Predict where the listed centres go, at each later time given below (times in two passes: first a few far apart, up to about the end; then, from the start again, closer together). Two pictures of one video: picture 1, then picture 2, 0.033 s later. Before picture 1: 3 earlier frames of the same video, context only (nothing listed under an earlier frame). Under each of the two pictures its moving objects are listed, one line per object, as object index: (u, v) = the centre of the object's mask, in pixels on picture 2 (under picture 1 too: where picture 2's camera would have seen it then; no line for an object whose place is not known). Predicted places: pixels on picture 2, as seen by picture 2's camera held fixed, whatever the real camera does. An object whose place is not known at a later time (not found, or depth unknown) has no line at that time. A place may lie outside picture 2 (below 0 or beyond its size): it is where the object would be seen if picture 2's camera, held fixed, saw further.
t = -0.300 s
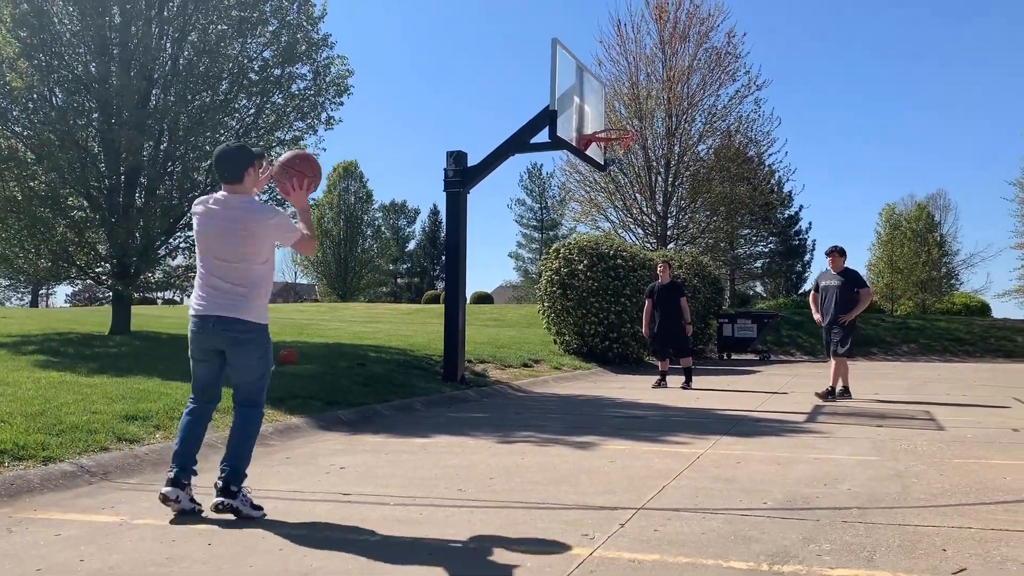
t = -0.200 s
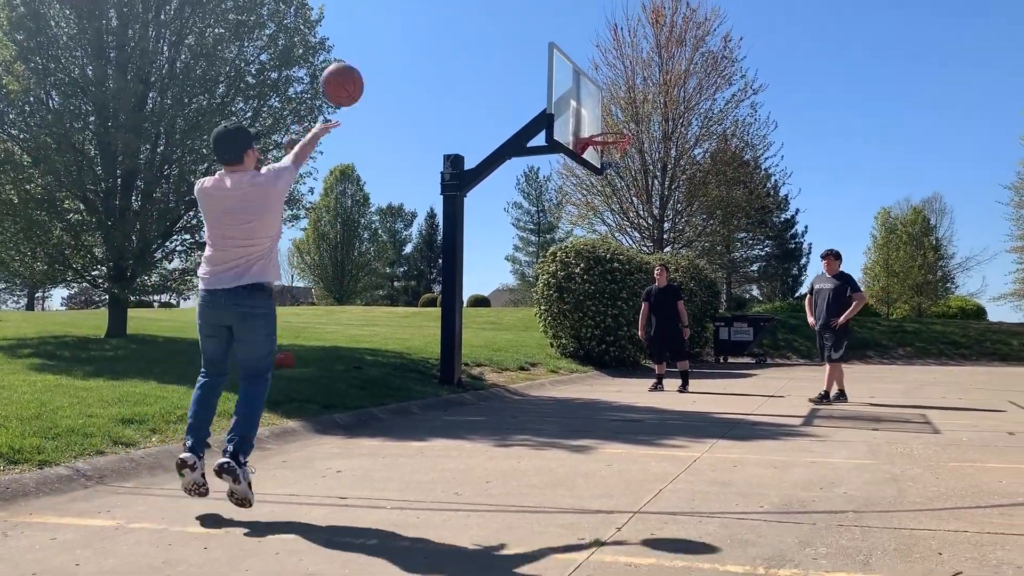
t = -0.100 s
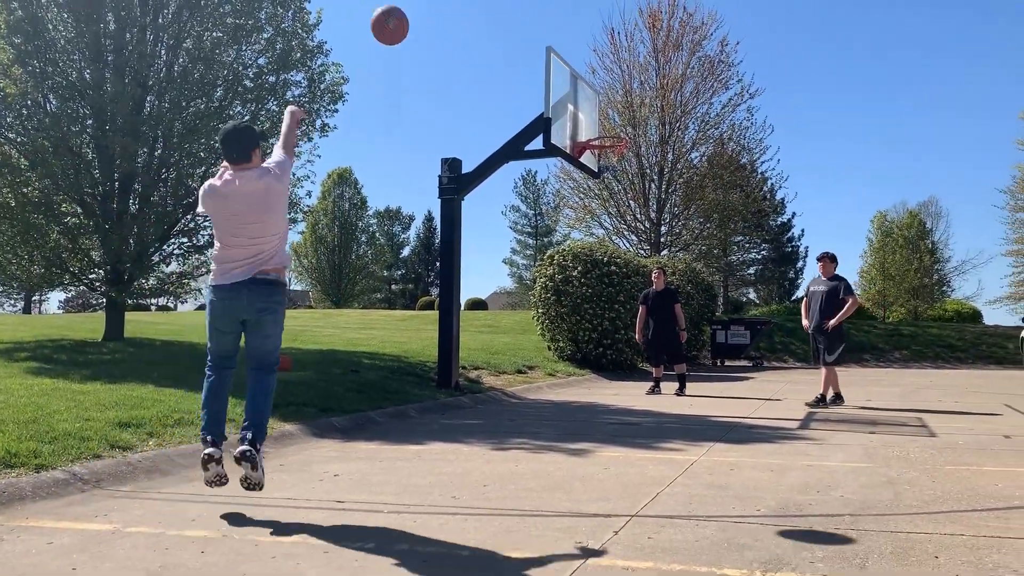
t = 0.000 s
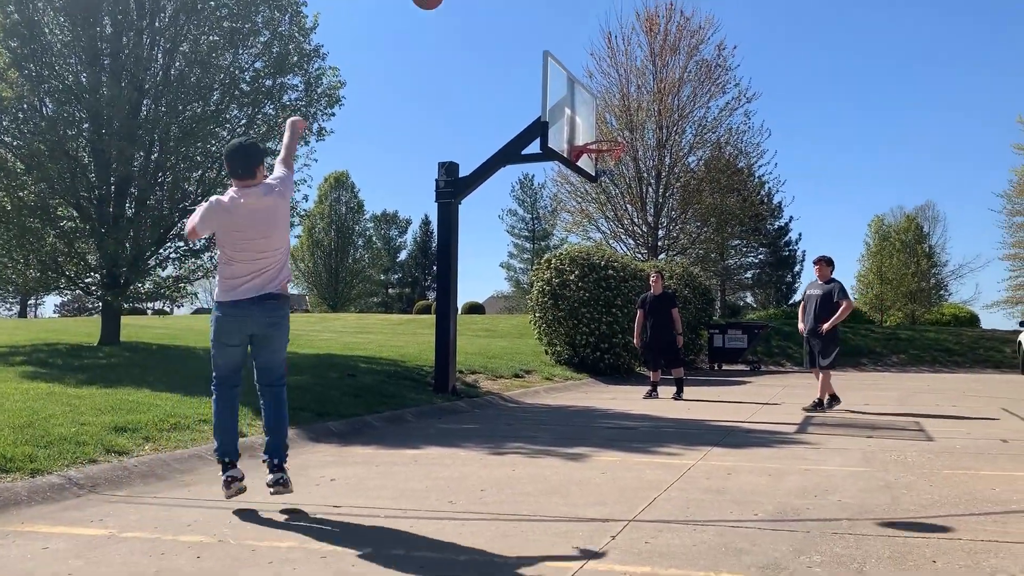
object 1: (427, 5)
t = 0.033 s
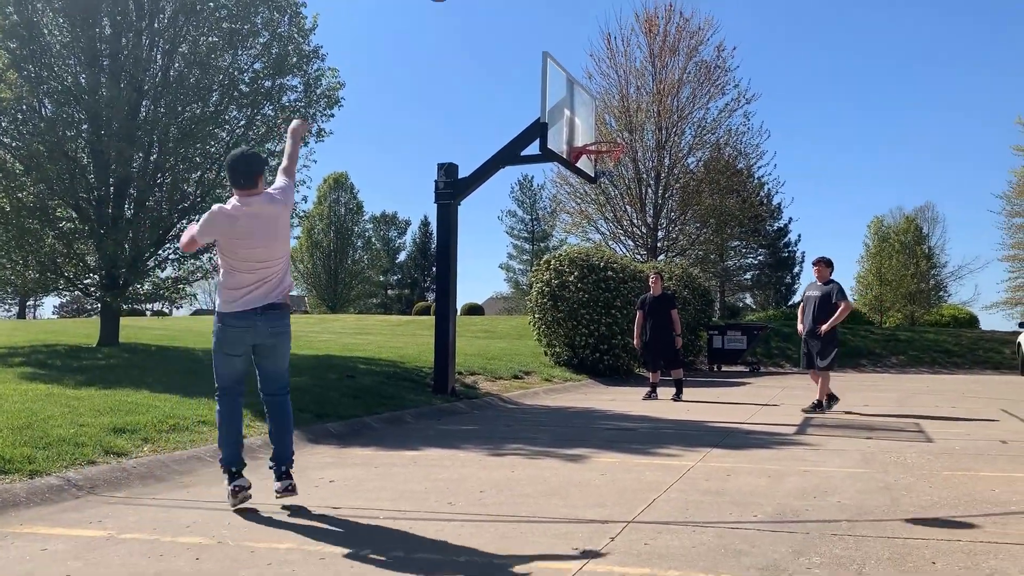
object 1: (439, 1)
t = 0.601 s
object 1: (570, 39)
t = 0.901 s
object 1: (607, 155)
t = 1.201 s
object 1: (583, 277)
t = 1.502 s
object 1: (554, 357)
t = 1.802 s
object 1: (514, 251)
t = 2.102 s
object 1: (467, 220)
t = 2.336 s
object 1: (423, 258)
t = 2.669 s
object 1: (348, 429)
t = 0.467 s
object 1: (547, 1)
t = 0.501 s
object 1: (553, 9)
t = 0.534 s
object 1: (559, 18)
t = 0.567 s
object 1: (565, 28)
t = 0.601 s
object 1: (570, 39)
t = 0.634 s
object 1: (575, 50)
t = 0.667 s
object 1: (580, 61)
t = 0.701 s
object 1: (584, 74)
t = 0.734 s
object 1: (589, 86)
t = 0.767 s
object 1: (594, 100)
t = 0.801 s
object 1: (598, 113)
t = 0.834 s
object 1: (602, 128)
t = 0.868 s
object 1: (605, 143)
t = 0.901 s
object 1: (607, 155)
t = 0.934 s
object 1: (604, 171)
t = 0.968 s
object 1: (603, 177)
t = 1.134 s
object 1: (588, 244)
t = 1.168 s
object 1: (587, 260)
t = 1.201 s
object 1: (583, 277)
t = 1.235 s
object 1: (580, 296)
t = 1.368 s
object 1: (569, 377)
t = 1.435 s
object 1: (563, 391)
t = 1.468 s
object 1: (559, 373)
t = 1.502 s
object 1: (554, 357)
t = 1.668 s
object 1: (533, 290)
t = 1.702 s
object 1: (528, 278)
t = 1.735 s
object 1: (524, 268)
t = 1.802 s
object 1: (514, 251)
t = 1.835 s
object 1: (509, 243)
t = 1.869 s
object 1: (504, 237)
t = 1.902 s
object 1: (499, 231)
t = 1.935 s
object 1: (493, 227)
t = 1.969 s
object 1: (488, 224)
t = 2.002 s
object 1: (483, 221)
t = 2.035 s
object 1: (477, 220)
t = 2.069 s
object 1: (472, 219)
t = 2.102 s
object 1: (467, 220)
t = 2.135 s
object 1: (460, 222)
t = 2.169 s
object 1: (454, 225)
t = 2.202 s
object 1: (449, 229)
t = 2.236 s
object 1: (443, 234)
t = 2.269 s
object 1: (436, 241)
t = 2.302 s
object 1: (430, 249)
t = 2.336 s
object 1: (423, 258)
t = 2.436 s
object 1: (401, 293)
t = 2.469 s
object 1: (394, 308)
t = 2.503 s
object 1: (388, 324)
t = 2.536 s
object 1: (380, 342)
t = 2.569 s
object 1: (372, 361)
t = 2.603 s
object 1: (363, 382)
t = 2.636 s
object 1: (356, 404)
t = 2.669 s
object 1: (348, 429)
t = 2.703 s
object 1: (341, 413)
